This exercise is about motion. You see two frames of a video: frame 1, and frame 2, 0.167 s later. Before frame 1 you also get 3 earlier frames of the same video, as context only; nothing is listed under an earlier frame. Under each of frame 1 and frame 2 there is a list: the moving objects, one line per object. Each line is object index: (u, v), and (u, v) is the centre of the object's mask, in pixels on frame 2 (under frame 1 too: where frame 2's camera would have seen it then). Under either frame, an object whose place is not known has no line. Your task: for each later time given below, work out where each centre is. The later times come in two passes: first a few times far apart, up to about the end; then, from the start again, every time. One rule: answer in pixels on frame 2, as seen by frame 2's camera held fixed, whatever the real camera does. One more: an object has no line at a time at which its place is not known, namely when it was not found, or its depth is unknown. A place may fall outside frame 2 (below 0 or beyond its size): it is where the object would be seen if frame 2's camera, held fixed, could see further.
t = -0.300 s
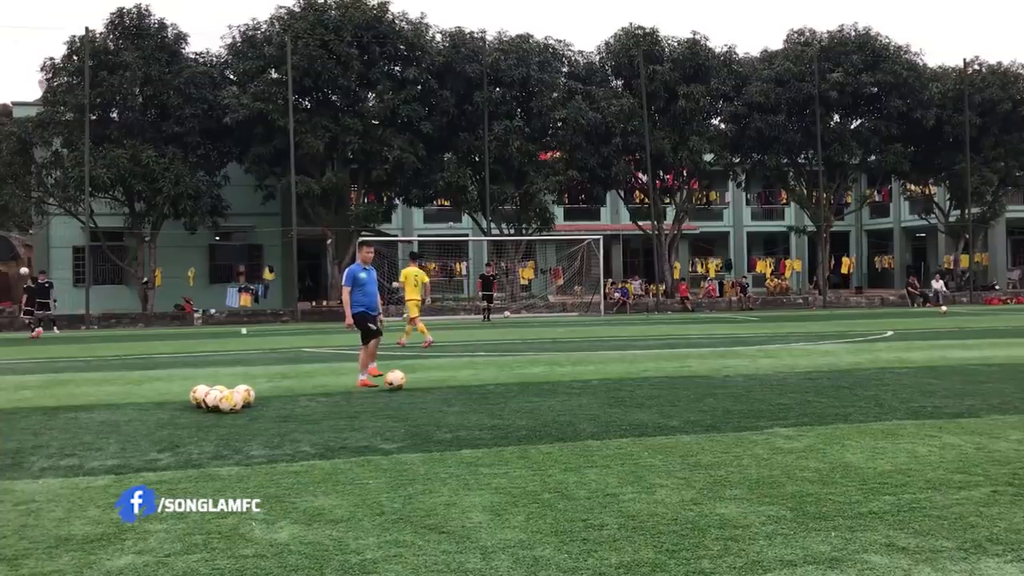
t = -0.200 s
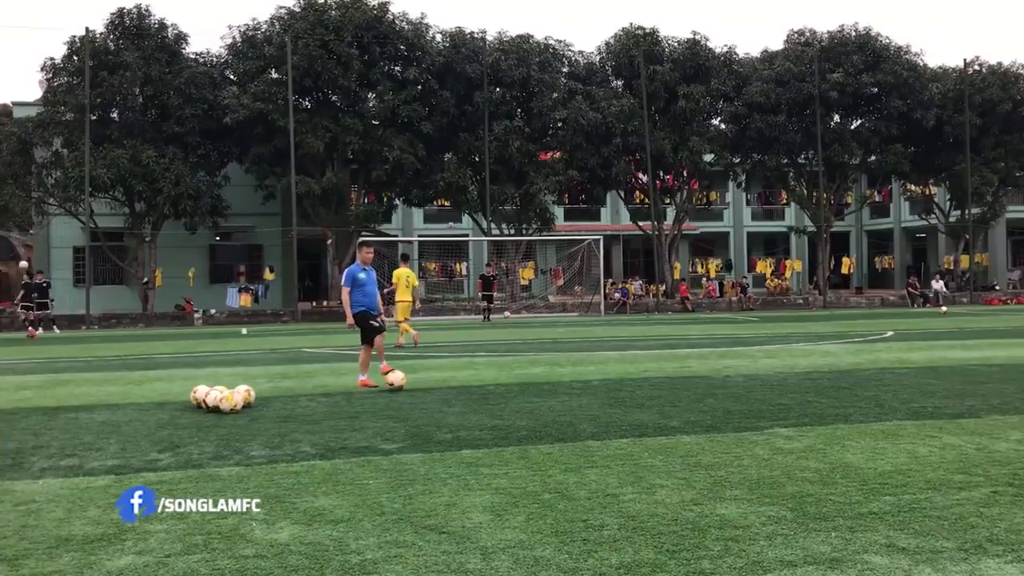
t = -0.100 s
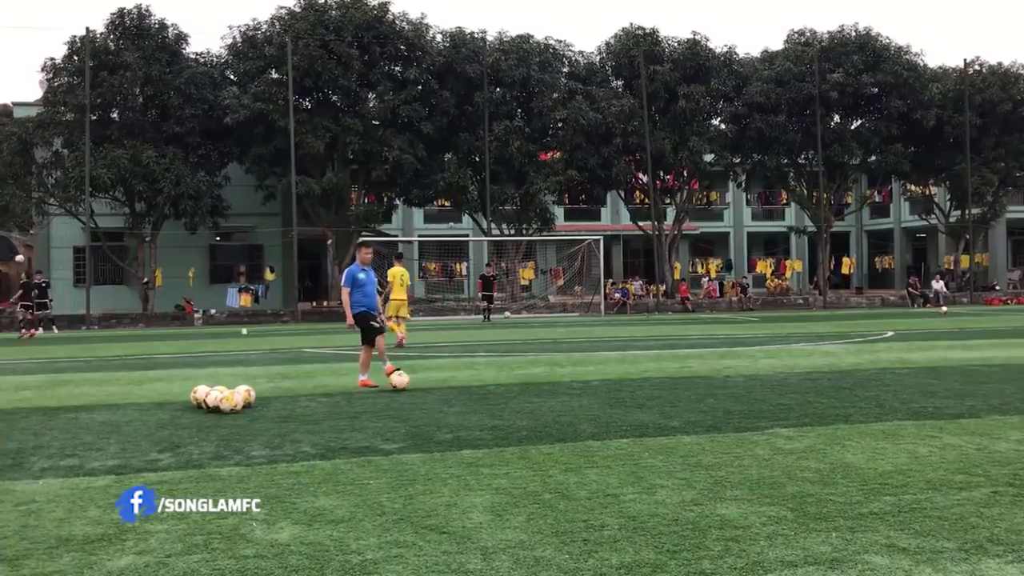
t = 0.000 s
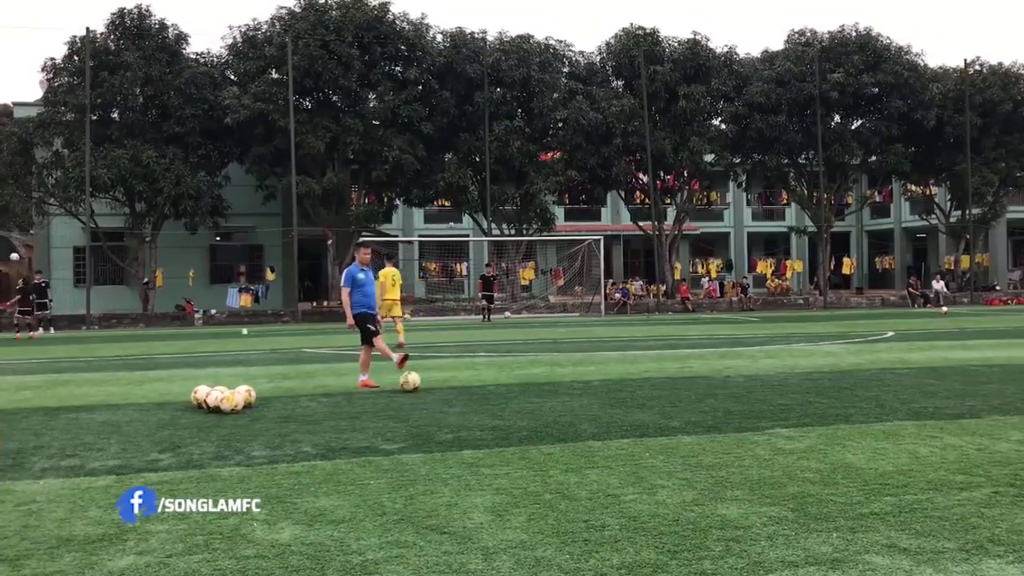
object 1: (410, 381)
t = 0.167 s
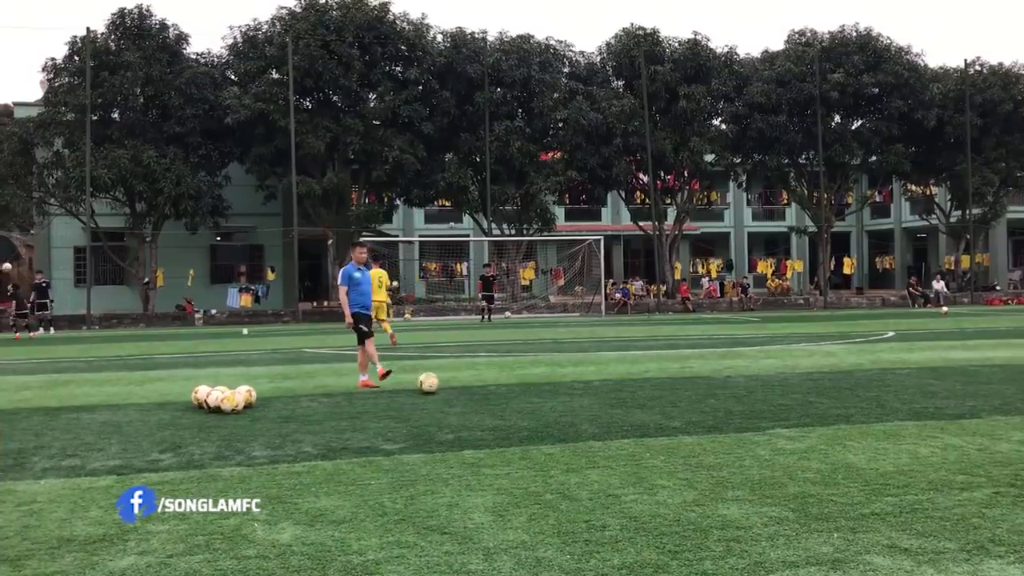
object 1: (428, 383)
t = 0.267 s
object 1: (439, 384)
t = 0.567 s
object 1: (467, 386)
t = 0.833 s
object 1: (493, 388)
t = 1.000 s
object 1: (506, 390)
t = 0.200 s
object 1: (431, 383)
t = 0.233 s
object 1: (433, 383)
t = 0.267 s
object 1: (439, 384)
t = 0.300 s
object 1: (442, 385)
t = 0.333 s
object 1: (446, 385)
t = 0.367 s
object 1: (449, 385)
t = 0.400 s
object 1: (451, 385)
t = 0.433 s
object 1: (457, 386)
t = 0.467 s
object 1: (460, 386)
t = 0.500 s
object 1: (462, 386)
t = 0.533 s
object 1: (464, 386)
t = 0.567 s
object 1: (467, 386)
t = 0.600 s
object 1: (472, 386)
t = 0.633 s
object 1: (475, 387)
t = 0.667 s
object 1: (478, 387)
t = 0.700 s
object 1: (480, 387)
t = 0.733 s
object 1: (483, 388)
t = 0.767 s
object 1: (488, 388)
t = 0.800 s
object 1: (490, 388)
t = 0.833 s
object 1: (493, 388)
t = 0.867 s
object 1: (495, 389)
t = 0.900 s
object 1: (497, 389)
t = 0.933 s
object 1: (502, 389)
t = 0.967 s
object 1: (504, 390)
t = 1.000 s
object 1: (506, 390)
